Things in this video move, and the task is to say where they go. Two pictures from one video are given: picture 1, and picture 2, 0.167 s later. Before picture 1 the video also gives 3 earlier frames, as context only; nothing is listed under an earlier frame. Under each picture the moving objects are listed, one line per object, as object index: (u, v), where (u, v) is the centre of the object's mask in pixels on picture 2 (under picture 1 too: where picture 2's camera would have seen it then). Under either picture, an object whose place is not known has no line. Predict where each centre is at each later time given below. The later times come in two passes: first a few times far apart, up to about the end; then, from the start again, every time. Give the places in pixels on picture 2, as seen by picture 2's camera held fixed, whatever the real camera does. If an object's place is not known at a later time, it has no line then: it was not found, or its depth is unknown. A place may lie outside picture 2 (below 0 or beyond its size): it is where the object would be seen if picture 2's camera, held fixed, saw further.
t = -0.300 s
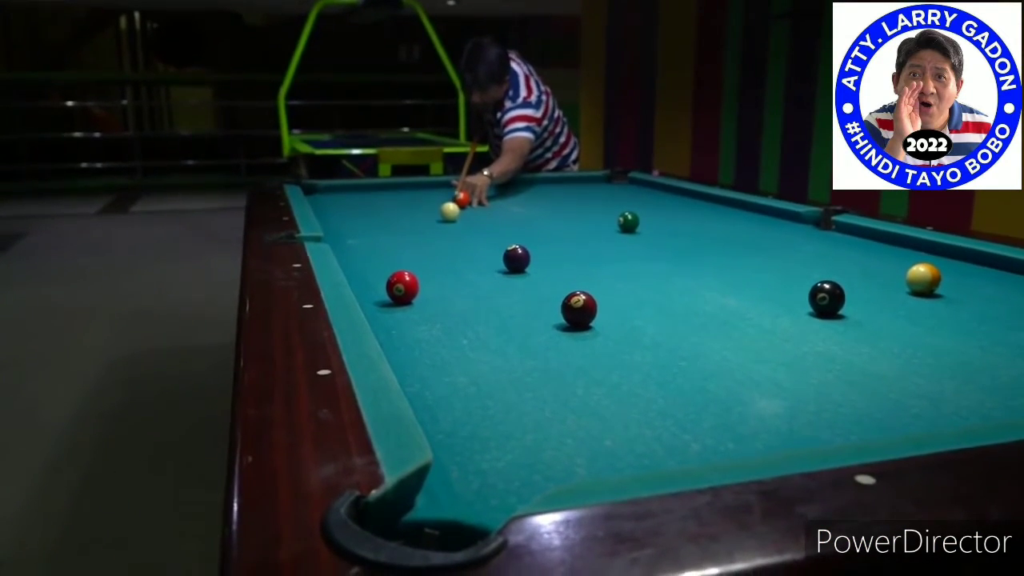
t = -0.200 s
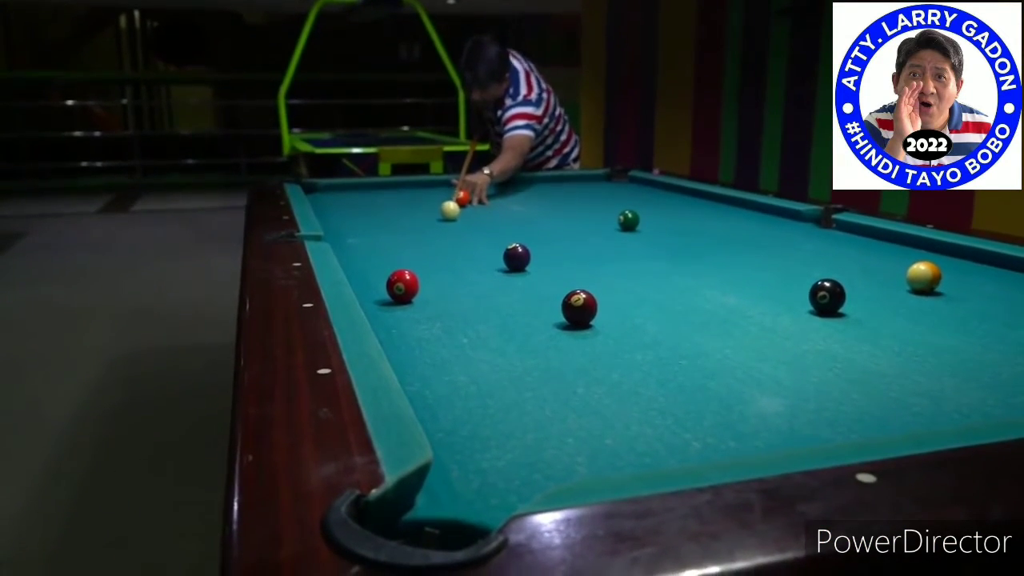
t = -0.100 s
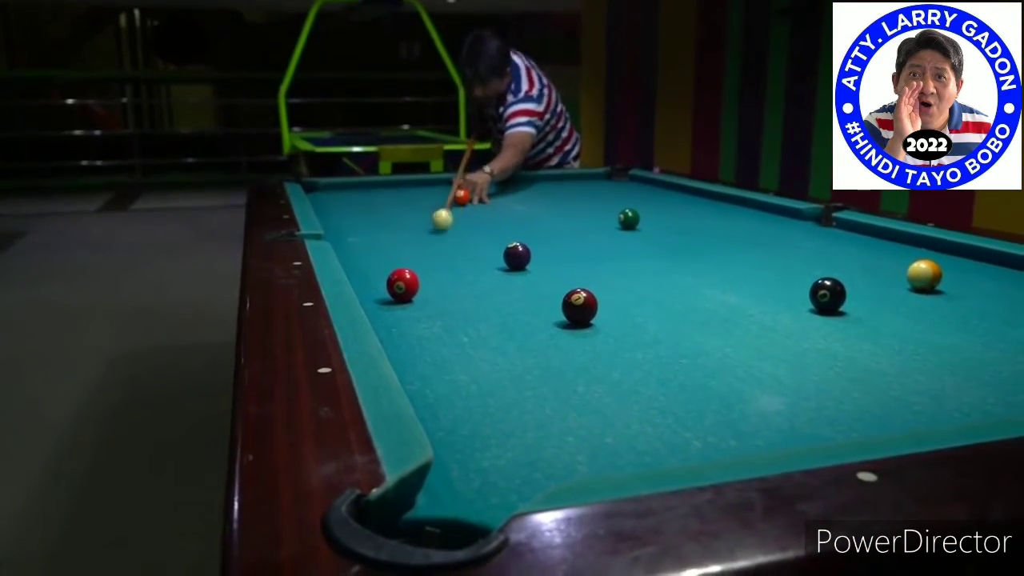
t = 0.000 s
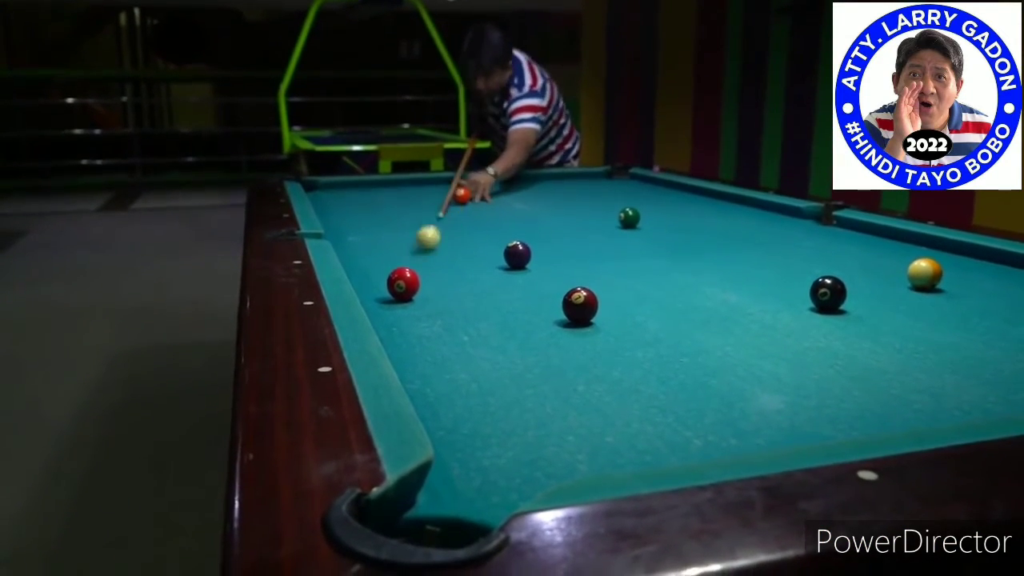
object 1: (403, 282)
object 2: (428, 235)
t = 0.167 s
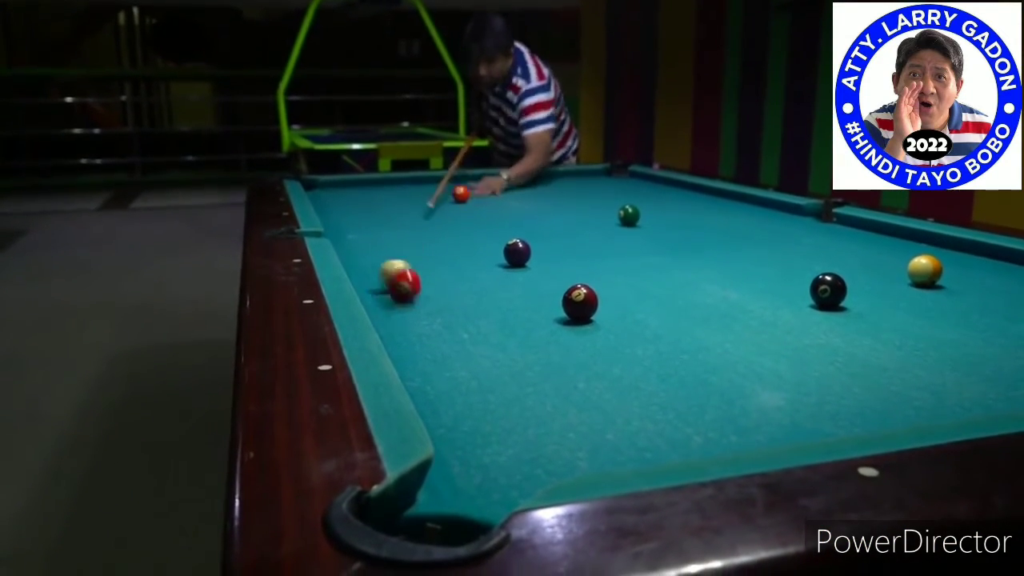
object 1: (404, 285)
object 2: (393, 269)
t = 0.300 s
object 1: (417, 327)
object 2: (364, 278)
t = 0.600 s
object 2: (393, 277)
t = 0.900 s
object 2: (416, 275)
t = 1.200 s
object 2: (433, 274)
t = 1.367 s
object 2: (440, 274)
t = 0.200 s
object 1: (407, 295)
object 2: (386, 275)
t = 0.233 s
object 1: (410, 305)
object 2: (378, 276)
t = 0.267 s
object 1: (413, 316)
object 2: (369, 277)
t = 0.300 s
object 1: (417, 327)
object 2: (364, 278)
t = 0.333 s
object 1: (421, 339)
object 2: (366, 278)
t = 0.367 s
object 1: (424, 352)
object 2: (370, 278)
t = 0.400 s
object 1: (428, 365)
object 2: (373, 278)
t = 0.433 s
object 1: (432, 378)
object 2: (377, 278)
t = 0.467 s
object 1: (436, 393)
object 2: (380, 278)
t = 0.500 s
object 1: (442, 408)
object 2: (383, 278)
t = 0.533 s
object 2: (387, 278)
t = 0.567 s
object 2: (390, 277)
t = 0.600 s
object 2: (393, 277)
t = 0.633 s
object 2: (395, 277)
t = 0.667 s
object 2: (399, 277)
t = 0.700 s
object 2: (401, 277)
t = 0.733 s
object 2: (404, 276)
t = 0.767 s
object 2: (406, 276)
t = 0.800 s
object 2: (409, 276)
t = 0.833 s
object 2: (411, 276)
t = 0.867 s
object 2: (414, 275)
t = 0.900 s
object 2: (416, 275)
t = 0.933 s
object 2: (418, 275)
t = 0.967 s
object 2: (420, 275)
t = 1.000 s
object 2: (422, 275)
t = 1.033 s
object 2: (424, 275)
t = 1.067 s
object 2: (426, 274)
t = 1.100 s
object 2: (428, 275)
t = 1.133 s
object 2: (430, 275)
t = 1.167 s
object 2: (431, 274)
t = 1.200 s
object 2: (433, 274)
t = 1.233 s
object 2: (435, 274)
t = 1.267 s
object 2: (436, 274)
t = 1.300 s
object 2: (438, 274)
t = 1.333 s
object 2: (439, 274)
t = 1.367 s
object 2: (440, 274)
